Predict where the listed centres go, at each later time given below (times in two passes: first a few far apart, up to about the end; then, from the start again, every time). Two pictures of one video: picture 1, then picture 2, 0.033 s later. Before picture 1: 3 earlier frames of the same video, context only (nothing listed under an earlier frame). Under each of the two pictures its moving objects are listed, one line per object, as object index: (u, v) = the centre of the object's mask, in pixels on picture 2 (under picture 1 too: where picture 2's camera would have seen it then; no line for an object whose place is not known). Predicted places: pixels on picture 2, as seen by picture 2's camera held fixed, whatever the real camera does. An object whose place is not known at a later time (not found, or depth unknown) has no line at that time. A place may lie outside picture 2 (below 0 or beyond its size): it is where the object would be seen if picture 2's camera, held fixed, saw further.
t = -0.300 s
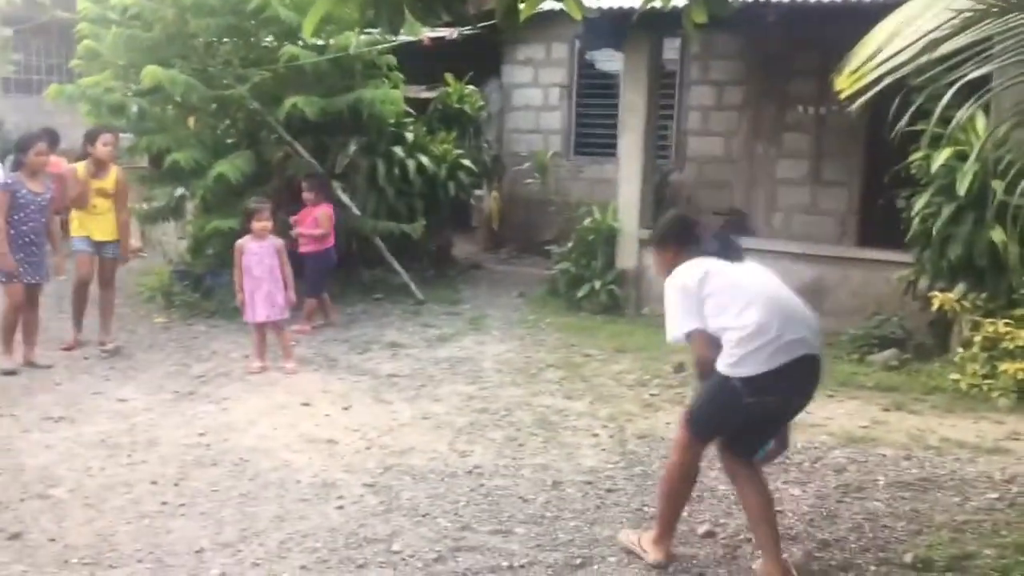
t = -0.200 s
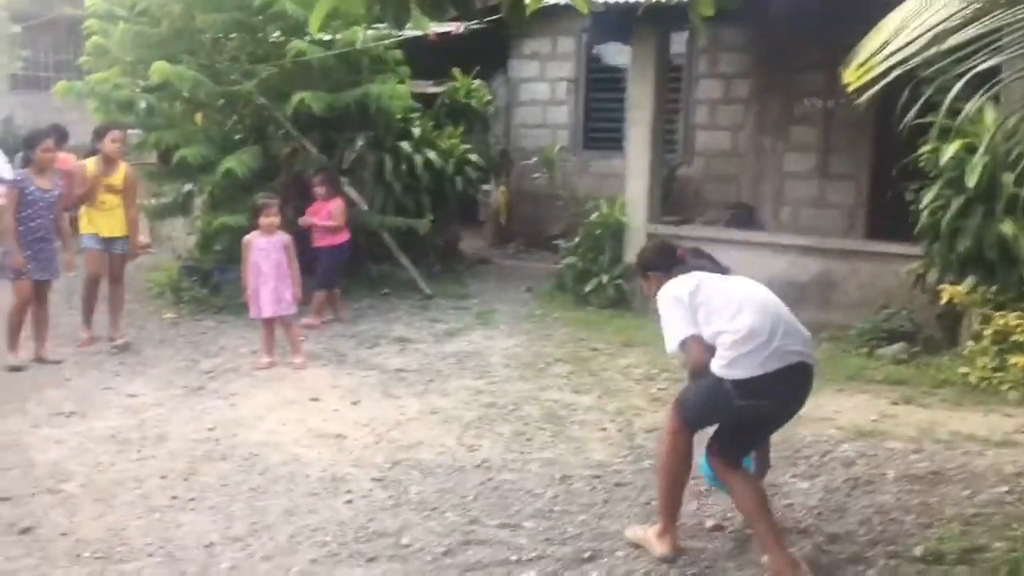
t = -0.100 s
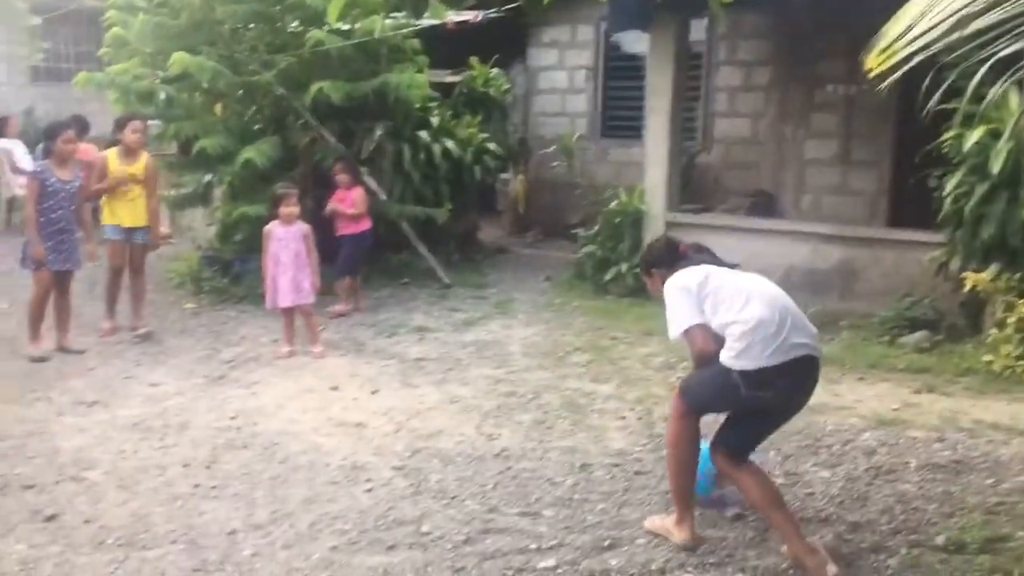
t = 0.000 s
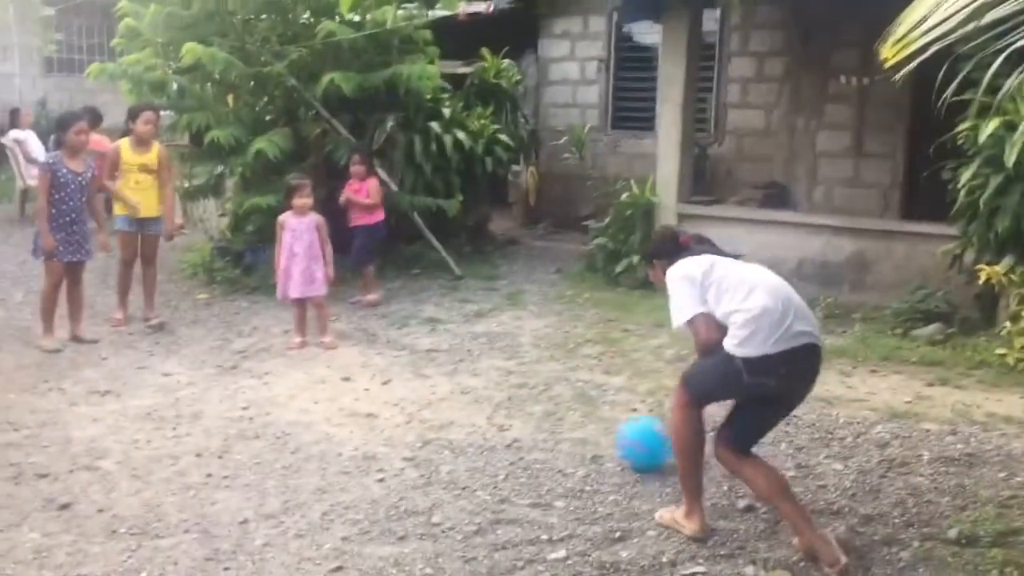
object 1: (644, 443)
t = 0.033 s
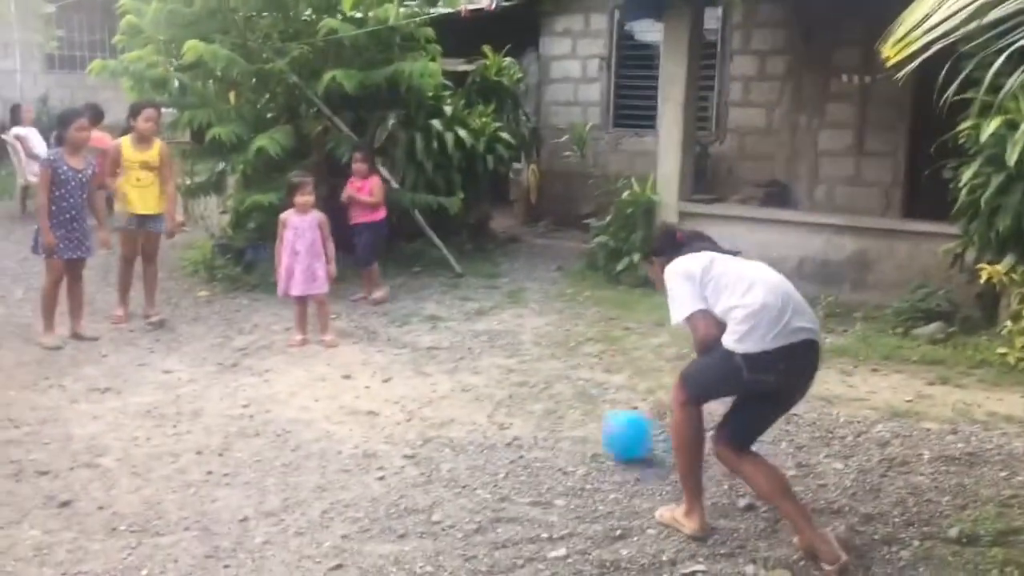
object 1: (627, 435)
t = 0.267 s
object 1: (543, 401)
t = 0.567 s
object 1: (474, 367)
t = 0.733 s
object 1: (445, 350)
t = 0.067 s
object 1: (613, 431)
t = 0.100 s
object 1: (597, 427)
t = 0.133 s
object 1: (586, 420)
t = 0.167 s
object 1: (574, 414)
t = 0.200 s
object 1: (563, 409)
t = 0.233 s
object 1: (553, 406)
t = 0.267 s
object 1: (543, 401)
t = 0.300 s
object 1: (534, 394)
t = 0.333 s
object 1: (525, 389)
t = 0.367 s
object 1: (516, 388)
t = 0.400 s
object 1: (508, 385)
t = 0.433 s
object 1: (502, 379)
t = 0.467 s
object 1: (494, 374)
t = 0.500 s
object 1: (487, 371)
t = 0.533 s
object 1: (480, 370)
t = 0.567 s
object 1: (474, 367)
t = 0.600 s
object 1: (467, 361)
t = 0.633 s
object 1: (461, 357)
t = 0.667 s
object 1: (455, 355)
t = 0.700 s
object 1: (450, 354)
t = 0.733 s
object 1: (445, 350)
